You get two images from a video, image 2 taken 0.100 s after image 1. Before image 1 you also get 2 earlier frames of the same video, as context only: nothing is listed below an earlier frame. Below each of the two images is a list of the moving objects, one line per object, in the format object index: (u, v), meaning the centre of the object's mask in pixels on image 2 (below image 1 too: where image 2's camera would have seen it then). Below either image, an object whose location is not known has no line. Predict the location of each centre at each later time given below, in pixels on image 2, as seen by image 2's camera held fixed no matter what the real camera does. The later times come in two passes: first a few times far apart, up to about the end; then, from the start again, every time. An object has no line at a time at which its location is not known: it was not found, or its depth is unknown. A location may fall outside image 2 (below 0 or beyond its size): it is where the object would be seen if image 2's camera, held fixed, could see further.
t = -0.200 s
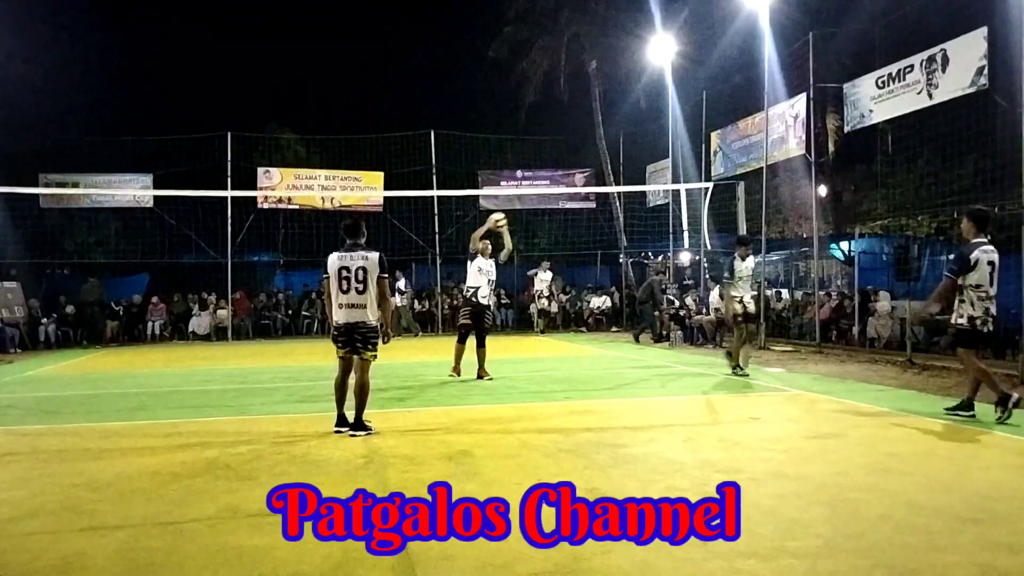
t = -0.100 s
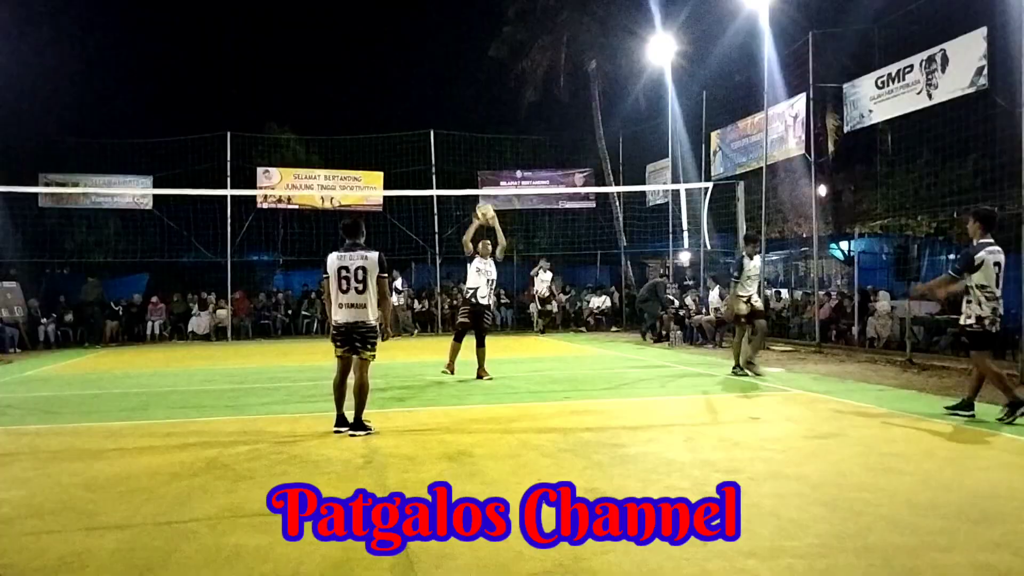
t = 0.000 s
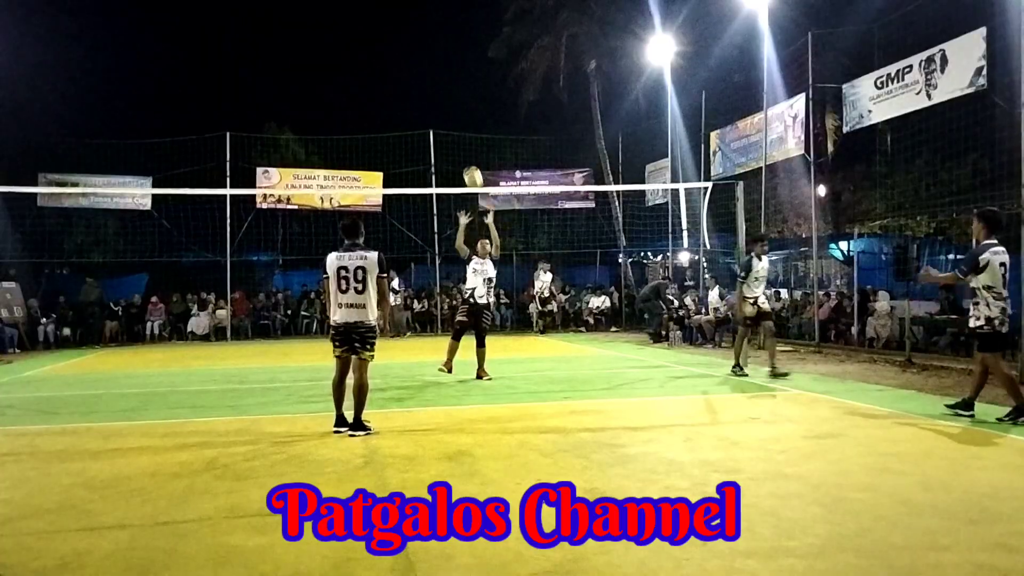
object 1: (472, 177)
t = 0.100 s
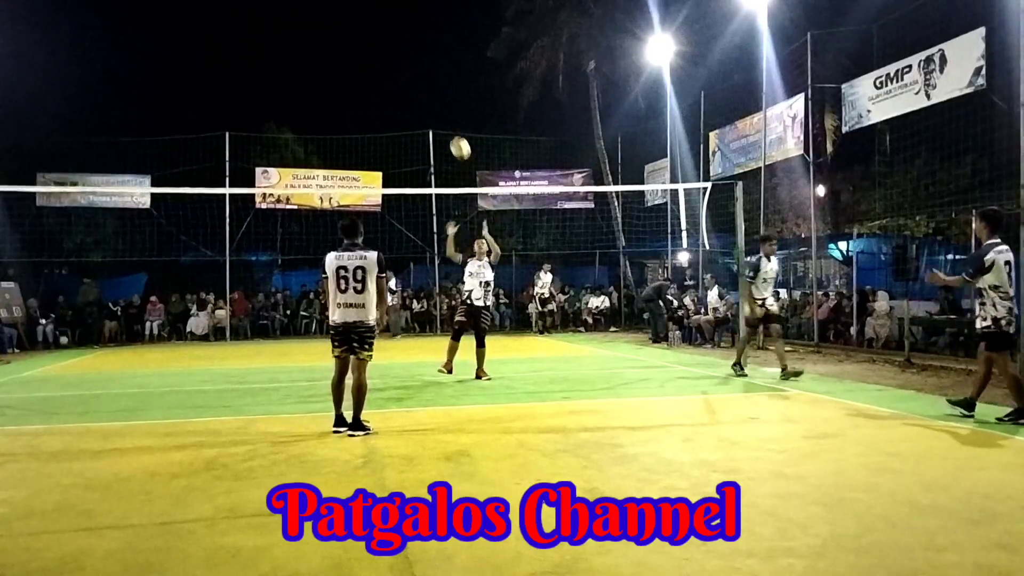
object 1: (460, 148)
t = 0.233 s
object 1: (443, 119)
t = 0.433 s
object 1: (416, 102)
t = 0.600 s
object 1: (391, 116)
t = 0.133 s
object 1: (456, 140)
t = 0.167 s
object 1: (452, 133)
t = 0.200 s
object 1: (448, 125)
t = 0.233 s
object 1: (443, 119)
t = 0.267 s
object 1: (439, 114)
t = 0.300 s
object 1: (434, 110)
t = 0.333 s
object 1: (430, 106)
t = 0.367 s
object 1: (426, 104)
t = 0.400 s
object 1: (420, 103)
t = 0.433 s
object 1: (416, 102)
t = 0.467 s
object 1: (411, 103)
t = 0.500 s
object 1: (406, 105)
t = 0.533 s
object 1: (401, 107)
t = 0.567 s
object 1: (396, 111)
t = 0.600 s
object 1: (391, 116)
